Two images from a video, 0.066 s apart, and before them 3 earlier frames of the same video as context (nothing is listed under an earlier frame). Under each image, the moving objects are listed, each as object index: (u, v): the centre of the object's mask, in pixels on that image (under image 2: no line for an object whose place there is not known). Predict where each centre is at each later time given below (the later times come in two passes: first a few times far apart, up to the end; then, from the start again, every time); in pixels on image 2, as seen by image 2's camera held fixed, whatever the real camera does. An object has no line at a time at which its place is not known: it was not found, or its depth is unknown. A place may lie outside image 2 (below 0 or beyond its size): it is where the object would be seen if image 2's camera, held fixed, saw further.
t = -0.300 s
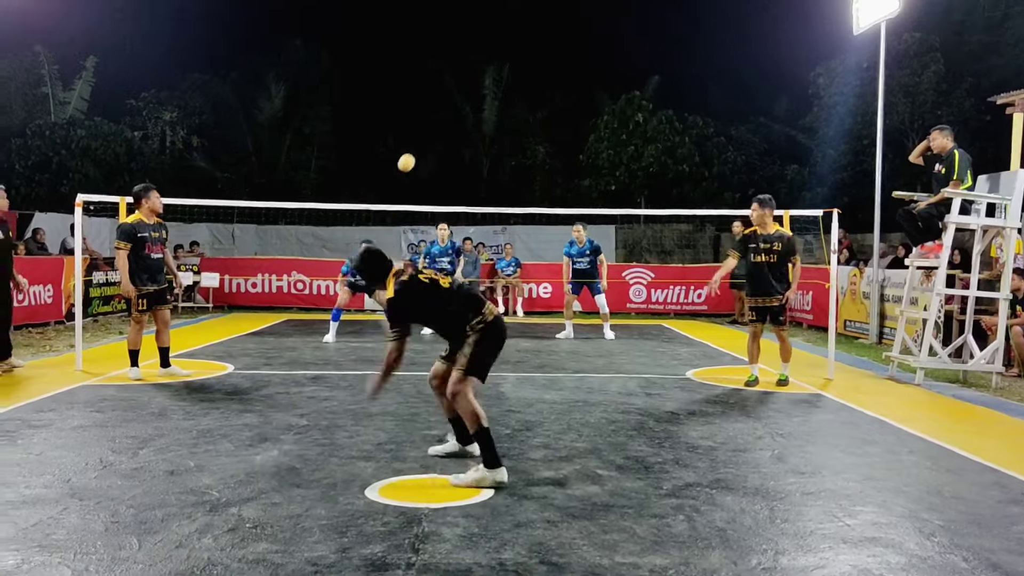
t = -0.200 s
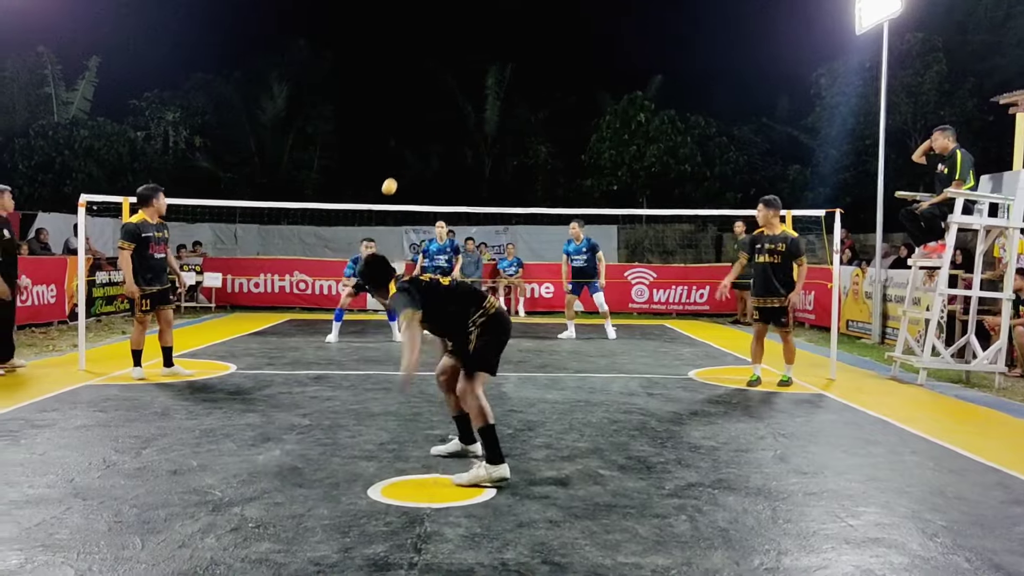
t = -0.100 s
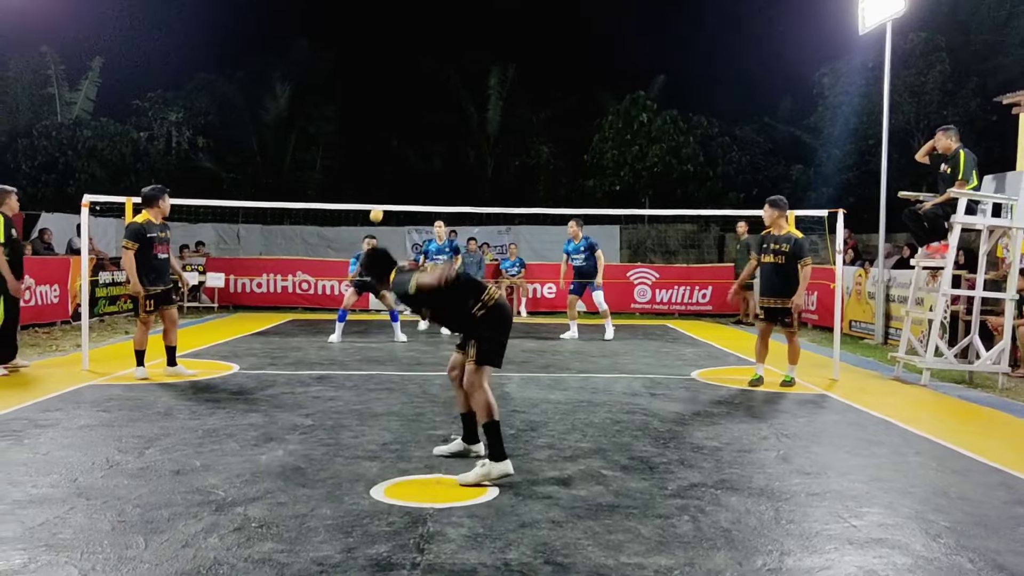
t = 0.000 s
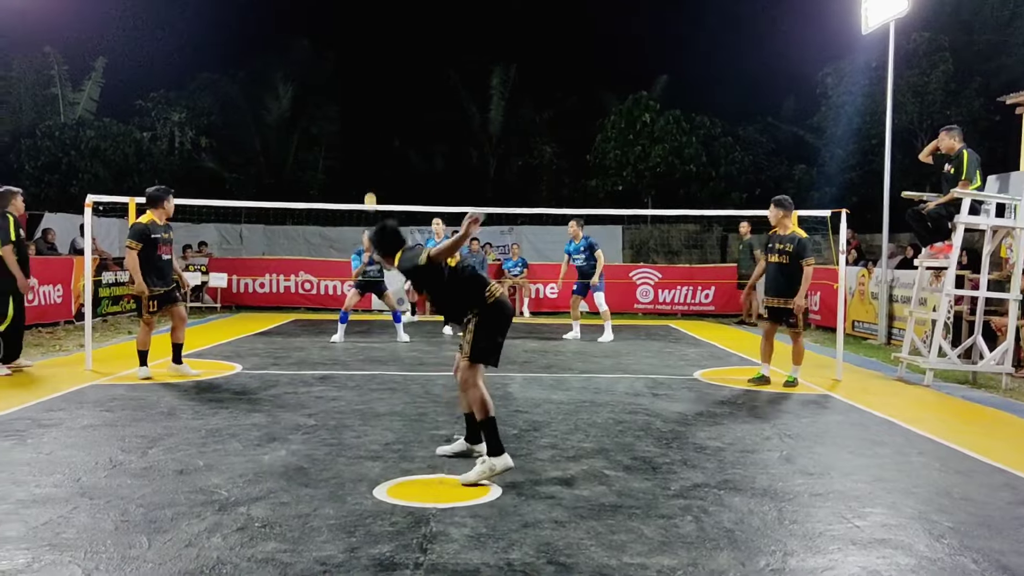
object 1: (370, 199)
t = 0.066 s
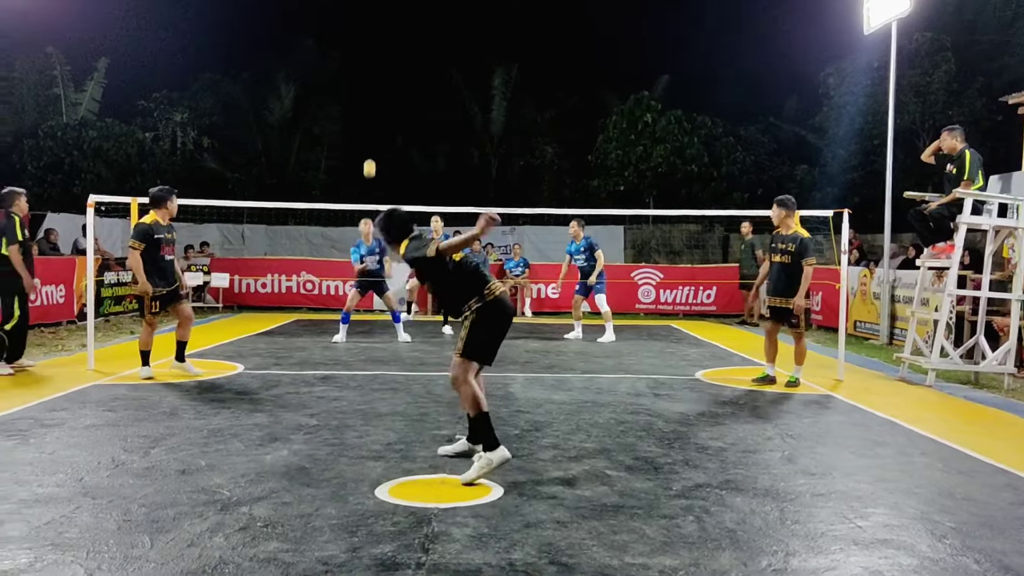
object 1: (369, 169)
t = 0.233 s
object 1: (363, 103)
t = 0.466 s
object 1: (353, 52)
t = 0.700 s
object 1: (344, 46)
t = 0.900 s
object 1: (336, 74)
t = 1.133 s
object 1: (327, 142)
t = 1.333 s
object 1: (320, 227)
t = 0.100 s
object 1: (368, 154)
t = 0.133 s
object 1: (367, 139)
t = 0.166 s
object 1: (366, 126)
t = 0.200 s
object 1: (364, 114)
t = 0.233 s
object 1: (363, 103)
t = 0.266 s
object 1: (362, 93)
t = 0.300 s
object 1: (360, 83)
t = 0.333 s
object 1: (359, 75)
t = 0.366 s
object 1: (357, 68)
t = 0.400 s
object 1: (356, 62)
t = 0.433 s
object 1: (355, 56)
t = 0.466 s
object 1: (353, 52)
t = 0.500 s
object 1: (352, 48)
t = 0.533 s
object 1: (351, 46)
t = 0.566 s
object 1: (349, 44)
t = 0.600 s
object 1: (348, 43)
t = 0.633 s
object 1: (347, 43)
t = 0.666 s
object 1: (345, 44)
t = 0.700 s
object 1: (344, 46)
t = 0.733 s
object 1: (343, 49)
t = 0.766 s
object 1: (341, 52)
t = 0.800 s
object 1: (340, 57)
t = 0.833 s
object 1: (338, 62)
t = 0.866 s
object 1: (337, 68)
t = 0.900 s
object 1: (336, 74)
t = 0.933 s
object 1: (335, 82)
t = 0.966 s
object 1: (333, 90)
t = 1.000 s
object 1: (332, 99)
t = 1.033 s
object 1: (331, 109)
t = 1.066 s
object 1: (330, 119)
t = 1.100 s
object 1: (328, 130)
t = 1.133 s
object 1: (327, 142)
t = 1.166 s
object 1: (326, 154)
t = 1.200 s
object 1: (325, 168)
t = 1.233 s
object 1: (323, 182)
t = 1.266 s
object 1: (322, 195)
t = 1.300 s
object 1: (321, 213)
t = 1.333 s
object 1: (320, 227)
